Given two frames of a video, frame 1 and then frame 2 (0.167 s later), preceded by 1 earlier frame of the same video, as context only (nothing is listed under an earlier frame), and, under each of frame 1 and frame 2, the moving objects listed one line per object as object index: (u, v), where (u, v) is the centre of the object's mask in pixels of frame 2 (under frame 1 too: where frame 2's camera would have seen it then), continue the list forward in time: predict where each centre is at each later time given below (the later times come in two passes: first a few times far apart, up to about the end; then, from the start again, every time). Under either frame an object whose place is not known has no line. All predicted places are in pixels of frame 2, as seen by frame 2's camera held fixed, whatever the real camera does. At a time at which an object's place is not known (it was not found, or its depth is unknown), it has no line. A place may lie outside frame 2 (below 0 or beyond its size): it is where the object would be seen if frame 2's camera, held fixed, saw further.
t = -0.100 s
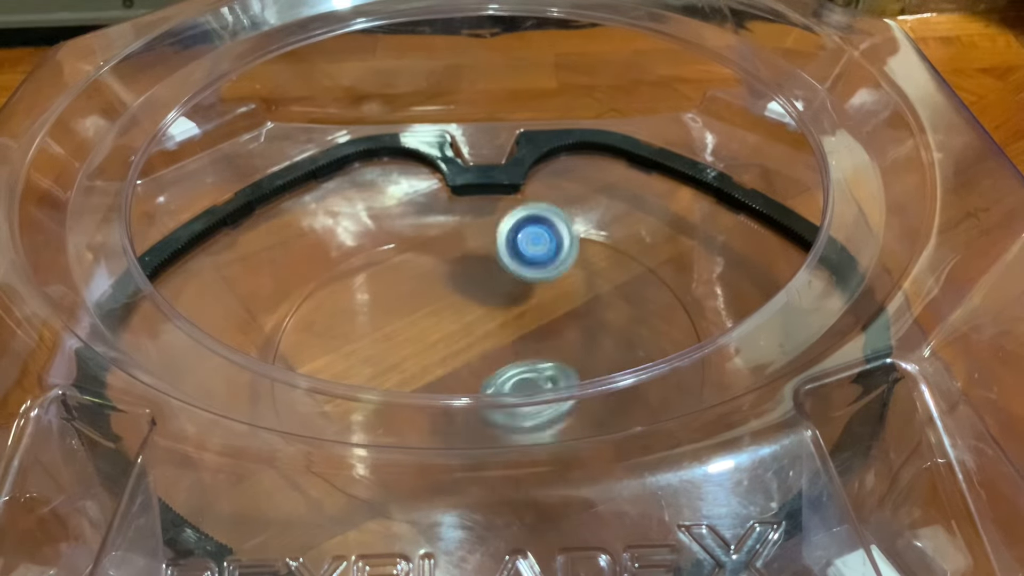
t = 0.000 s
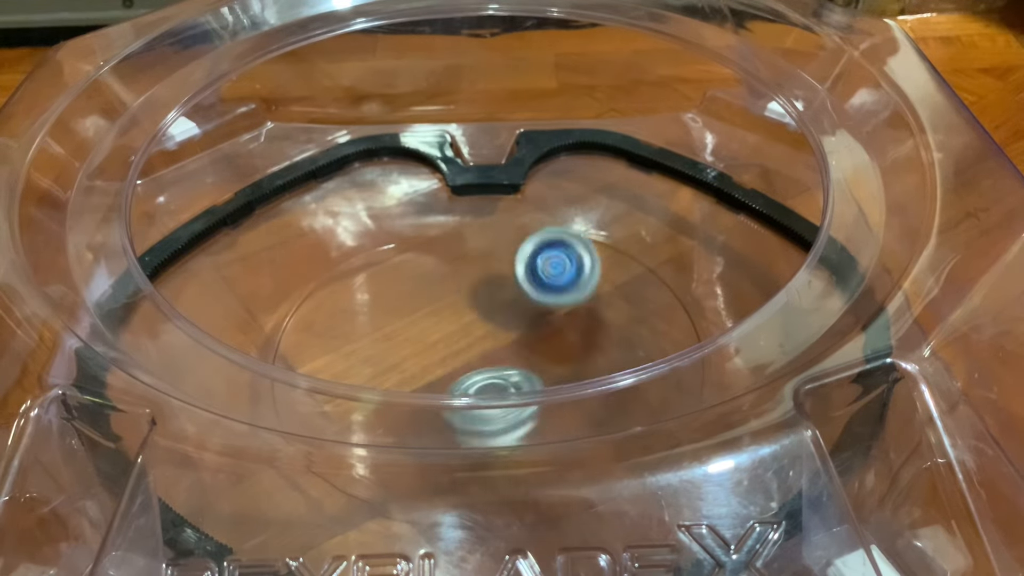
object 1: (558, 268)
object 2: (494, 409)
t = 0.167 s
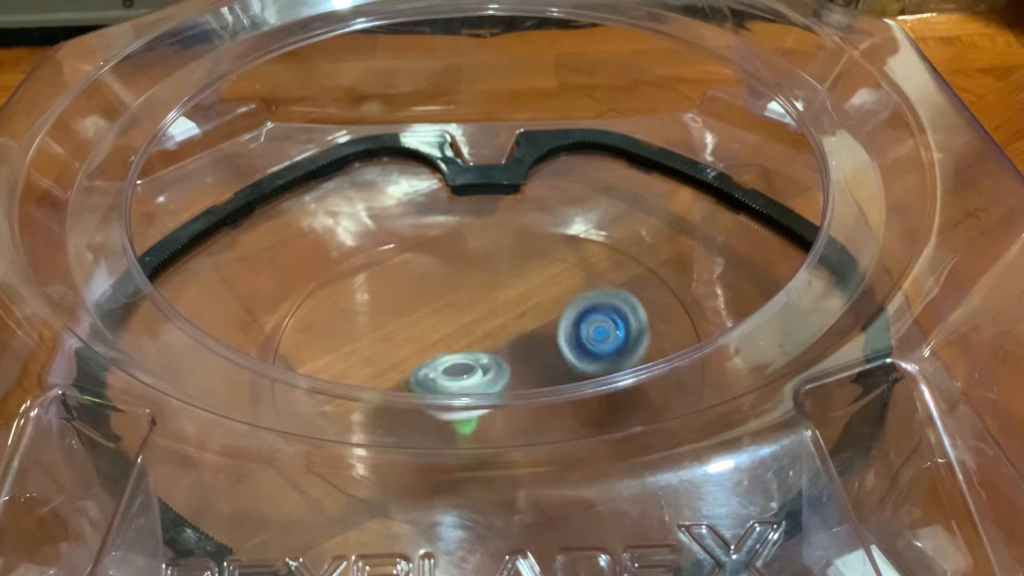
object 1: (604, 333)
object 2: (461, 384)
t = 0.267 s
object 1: (630, 368)
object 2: (468, 363)
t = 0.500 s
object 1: (599, 425)
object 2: (488, 349)
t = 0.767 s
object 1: (466, 456)
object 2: (457, 260)
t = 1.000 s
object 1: (362, 431)
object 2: (454, 252)
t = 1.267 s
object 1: (346, 308)
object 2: (468, 314)
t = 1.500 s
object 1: (417, 228)
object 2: (477, 340)
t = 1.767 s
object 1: (535, 217)
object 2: (521, 358)
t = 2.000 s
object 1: (636, 241)
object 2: (541, 357)
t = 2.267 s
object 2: (519, 328)
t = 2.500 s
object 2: (486, 324)
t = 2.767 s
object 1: (287, 366)
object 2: (489, 323)
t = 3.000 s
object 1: (448, 251)
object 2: (544, 348)
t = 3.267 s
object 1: (470, 231)
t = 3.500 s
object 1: (424, 353)
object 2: (552, 380)
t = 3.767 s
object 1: (375, 454)
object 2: (574, 311)
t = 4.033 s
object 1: (432, 356)
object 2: (531, 309)
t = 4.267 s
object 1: (236, 279)
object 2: (680, 272)
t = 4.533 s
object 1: (240, 242)
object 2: (555, 322)
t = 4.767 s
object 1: (328, 234)
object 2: (463, 360)
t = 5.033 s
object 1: (466, 303)
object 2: (450, 366)
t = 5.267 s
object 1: (536, 300)
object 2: (390, 416)
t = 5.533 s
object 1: (637, 270)
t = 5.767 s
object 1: (746, 253)
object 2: (506, 360)
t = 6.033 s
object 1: (727, 318)
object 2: (606, 238)
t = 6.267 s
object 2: (510, 285)
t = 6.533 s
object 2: (443, 360)
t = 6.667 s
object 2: (420, 369)
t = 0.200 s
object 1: (612, 341)
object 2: (462, 371)
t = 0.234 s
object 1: (622, 356)
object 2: (465, 367)
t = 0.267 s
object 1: (630, 368)
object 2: (468, 363)
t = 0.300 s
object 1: (636, 386)
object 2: (472, 360)
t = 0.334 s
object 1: (641, 393)
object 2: (476, 356)
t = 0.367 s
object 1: (645, 413)
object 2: (480, 353)
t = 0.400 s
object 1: (645, 418)
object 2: (484, 351)
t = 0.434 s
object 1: (635, 421)
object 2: (486, 349)
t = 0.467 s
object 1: (619, 428)
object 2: (487, 349)
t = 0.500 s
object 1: (599, 425)
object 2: (488, 349)
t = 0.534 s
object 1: (582, 432)
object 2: (489, 350)
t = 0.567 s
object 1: (559, 415)
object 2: (490, 350)
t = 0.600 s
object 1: (536, 417)
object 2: (490, 351)
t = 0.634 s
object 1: (524, 429)
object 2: (481, 330)
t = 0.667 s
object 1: (513, 424)
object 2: (471, 312)
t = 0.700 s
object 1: (496, 446)
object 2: (464, 291)
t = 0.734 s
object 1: (481, 458)
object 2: (460, 275)
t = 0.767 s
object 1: (466, 456)
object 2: (457, 260)
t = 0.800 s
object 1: (451, 470)
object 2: (454, 248)
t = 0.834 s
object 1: (431, 469)
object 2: (453, 242)
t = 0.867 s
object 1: (416, 468)
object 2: (453, 239)
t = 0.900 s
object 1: (404, 461)
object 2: (454, 239)
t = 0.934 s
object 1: (393, 448)
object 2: (454, 241)
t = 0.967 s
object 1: (376, 437)
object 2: (454, 244)
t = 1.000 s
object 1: (362, 431)
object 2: (454, 252)
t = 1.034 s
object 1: (354, 409)
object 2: (455, 259)
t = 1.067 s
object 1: (348, 402)
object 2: (456, 266)
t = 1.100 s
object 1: (343, 376)
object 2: (457, 273)
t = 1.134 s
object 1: (339, 359)
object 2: (458, 281)
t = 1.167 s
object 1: (338, 347)
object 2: (460, 289)
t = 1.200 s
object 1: (339, 337)
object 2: (463, 299)
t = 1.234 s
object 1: (342, 324)
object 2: (465, 306)
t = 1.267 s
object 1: (346, 308)
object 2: (468, 314)
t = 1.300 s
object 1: (354, 292)
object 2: (471, 320)
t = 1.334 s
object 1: (363, 281)
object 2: (475, 326)
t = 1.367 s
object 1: (372, 264)
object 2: (477, 331)
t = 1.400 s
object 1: (383, 255)
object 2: (478, 333)
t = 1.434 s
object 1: (392, 242)
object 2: (477, 335)
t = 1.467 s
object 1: (405, 237)
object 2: (477, 340)
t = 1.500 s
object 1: (417, 228)
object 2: (477, 340)
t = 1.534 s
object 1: (430, 226)
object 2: (479, 347)
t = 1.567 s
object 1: (442, 221)
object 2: (481, 349)
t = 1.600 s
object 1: (458, 217)
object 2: (485, 351)
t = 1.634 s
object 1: (474, 215)
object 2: (491, 353)
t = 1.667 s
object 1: (488, 213)
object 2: (498, 355)
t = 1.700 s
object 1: (504, 213)
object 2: (505, 356)
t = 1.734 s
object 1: (519, 212)
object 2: (513, 357)
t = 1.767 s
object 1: (535, 217)
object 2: (521, 358)
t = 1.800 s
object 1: (551, 222)
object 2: (528, 358)
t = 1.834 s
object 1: (566, 219)
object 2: (534, 358)
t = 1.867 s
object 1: (582, 228)
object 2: (539, 359)
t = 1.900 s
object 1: (596, 226)
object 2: (543, 358)
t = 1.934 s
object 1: (609, 234)
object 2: (544, 359)
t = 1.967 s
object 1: (623, 234)
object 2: (543, 358)
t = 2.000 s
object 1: (636, 241)
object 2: (541, 357)
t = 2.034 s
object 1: (652, 244)
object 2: (540, 355)
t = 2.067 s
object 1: (673, 251)
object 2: (537, 353)
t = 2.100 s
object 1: (693, 258)
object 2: (535, 350)
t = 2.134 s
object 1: (719, 265)
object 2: (534, 345)
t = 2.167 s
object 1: (745, 273)
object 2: (532, 344)
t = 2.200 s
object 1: (762, 277)
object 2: (528, 336)
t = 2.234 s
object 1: (806, 300)
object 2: (524, 332)
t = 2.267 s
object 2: (519, 328)
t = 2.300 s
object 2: (513, 325)
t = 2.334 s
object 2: (506, 324)
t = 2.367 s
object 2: (501, 324)
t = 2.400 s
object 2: (498, 324)
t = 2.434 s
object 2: (496, 323)
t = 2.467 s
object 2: (492, 323)
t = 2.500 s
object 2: (486, 324)
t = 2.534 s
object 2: (483, 325)
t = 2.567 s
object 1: (489, 445)
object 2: (480, 325)
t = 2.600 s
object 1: (447, 429)
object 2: (478, 325)
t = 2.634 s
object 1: (397, 419)
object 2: (478, 324)
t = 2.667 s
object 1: (361, 419)
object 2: (479, 324)
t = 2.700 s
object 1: (333, 385)
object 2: (482, 324)
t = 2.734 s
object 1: (309, 367)
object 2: (485, 325)
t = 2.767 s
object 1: (287, 366)
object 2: (489, 323)
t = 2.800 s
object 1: (304, 334)
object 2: (494, 325)
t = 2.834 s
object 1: (327, 315)
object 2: (497, 324)
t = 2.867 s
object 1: (354, 308)
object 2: (499, 323)
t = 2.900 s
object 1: (384, 304)
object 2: (501, 324)
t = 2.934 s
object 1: (417, 284)
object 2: (503, 325)
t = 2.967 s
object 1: (441, 274)
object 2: (514, 333)
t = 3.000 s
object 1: (448, 251)
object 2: (544, 348)
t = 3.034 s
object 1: (454, 230)
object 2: (567, 352)
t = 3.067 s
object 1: (462, 217)
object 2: (597, 368)
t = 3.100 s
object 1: (468, 208)
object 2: (619, 373)
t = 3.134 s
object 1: (473, 203)
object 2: (640, 390)
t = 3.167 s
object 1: (476, 205)
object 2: (649, 393)
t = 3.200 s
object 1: (477, 211)
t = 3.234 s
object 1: (474, 219)
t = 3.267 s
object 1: (470, 231)
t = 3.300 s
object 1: (464, 246)
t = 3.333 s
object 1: (454, 260)
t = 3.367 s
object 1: (443, 277)
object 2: (617, 409)
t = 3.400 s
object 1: (435, 296)
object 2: (600, 402)
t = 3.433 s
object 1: (428, 316)
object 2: (584, 398)
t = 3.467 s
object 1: (424, 334)
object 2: (567, 386)
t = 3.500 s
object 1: (424, 353)
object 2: (552, 380)
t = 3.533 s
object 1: (428, 365)
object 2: (538, 362)
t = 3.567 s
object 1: (432, 374)
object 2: (530, 358)
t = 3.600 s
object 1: (404, 409)
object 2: (546, 351)
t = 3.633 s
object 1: (380, 436)
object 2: (561, 342)
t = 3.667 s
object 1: (369, 444)
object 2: (571, 335)
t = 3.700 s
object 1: (363, 454)
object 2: (576, 325)
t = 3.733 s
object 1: (365, 453)
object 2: (576, 318)
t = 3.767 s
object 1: (375, 454)
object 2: (574, 311)
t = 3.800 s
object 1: (386, 447)
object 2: (570, 307)
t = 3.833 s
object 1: (394, 441)
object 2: (567, 305)
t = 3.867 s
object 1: (406, 436)
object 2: (563, 303)
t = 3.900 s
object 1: (417, 416)
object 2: (557, 304)
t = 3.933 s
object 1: (421, 395)
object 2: (552, 304)
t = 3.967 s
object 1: (427, 374)
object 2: (545, 306)
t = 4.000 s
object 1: (431, 367)
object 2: (538, 308)
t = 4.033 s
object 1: (432, 356)
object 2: (531, 309)
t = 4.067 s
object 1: (433, 343)
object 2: (525, 311)
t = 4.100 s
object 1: (399, 332)
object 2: (554, 305)
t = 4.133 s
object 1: (350, 316)
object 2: (601, 293)
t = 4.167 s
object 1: (310, 303)
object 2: (642, 286)
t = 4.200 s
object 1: (276, 291)
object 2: (676, 277)
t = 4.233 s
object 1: (253, 285)
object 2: (681, 267)
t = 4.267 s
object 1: (236, 279)
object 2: (680, 272)
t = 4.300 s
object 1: (227, 273)
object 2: (673, 283)
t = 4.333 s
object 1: (223, 267)
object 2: (662, 286)
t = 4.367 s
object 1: (222, 262)
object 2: (646, 291)
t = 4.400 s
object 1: (222, 255)
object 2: (630, 298)
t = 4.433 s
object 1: (224, 252)
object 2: (611, 304)
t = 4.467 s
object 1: (228, 248)
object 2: (592, 310)
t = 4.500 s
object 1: (233, 246)
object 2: (573, 317)
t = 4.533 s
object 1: (240, 242)
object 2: (555, 322)
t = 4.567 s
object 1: (249, 240)
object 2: (537, 329)
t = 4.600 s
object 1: (258, 238)
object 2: (521, 334)
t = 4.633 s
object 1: (268, 237)
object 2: (505, 341)
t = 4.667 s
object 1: (282, 235)
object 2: (492, 346)
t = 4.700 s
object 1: (296, 235)
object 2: (480, 352)
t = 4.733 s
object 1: (311, 233)
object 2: (470, 356)
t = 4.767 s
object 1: (328, 234)
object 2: (463, 360)
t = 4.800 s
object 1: (343, 241)
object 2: (457, 363)
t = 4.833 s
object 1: (360, 251)
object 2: (453, 365)
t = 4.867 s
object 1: (380, 259)
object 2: (452, 367)
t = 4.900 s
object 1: (398, 267)
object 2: (451, 367)
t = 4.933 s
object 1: (416, 277)
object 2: (450, 367)
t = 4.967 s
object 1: (435, 286)
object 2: (450, 367)
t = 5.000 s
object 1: (450, 295)
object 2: (451, 366)
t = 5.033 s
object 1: (466, 303)
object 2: (450, 366)
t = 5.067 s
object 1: (489, 309)
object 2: (443, 383)
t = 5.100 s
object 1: (503, 297)
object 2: (434, 395)
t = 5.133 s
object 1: (520, 296)
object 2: (422, 409)
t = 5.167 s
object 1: (530, 293)
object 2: (410, 413)
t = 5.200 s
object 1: (538, 294)
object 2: (401, 414)
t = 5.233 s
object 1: (540, 295)
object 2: (394, 416)
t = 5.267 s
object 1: (536, 300)
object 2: (390, 416)
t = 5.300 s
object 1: (527, 305)
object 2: (389, 406)
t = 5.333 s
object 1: (512, 316)
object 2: (395, 393)
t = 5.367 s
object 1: (499, 326)
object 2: (400, 393)
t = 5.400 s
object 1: (487, 335)
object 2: (407, 391)
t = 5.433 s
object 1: (496, 333)
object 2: (388, 392)
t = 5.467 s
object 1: (554, 311)
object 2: (316, 405)
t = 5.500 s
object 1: (598, 290)
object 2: (248, 419)
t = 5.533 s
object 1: (637, 270)
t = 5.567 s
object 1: (669, 256)
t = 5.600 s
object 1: (688, 257)
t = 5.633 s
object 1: (704, 250)
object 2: (286, 421)
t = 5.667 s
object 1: (720, 244)
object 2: (347, 416)
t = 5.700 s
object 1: (731, 248)
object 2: (403, 393)
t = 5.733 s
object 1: (741, 251)
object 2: (460, 371)
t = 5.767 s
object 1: (746, 253)
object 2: (506, 360)
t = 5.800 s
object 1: (746, 262)
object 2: (547, 344)
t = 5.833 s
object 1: (743, 266)
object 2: (584, 321)
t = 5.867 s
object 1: (738, 274)
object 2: (616, 303)
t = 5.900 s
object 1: (730, 280)
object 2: (640, 284)
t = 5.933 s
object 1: (741, 280)
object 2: (636, 259)
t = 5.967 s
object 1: (746, 291)
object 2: (627, 245)
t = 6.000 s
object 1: (748, 307)
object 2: (616, 245)
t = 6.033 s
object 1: (727, 318)
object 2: (606, 238)
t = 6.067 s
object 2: (594, 238)
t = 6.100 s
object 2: (582, 242)
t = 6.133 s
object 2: (568, 245)
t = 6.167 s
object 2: (555, 254)
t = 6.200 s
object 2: (540, 262)
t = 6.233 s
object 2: (525, 274)
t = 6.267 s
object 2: (510, 285)
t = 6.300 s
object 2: (497, 297)
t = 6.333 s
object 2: (484, 309)
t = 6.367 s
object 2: (472, 320)
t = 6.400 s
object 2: (463, 332)
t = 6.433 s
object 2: (456, 341)
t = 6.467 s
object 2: (452, 350)
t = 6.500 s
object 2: (451, 357)
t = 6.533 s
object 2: (443, 360)
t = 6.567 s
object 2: (437, 363)
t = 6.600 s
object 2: (428, 363)
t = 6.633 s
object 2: (423, 368)
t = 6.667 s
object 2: (420, 369)
